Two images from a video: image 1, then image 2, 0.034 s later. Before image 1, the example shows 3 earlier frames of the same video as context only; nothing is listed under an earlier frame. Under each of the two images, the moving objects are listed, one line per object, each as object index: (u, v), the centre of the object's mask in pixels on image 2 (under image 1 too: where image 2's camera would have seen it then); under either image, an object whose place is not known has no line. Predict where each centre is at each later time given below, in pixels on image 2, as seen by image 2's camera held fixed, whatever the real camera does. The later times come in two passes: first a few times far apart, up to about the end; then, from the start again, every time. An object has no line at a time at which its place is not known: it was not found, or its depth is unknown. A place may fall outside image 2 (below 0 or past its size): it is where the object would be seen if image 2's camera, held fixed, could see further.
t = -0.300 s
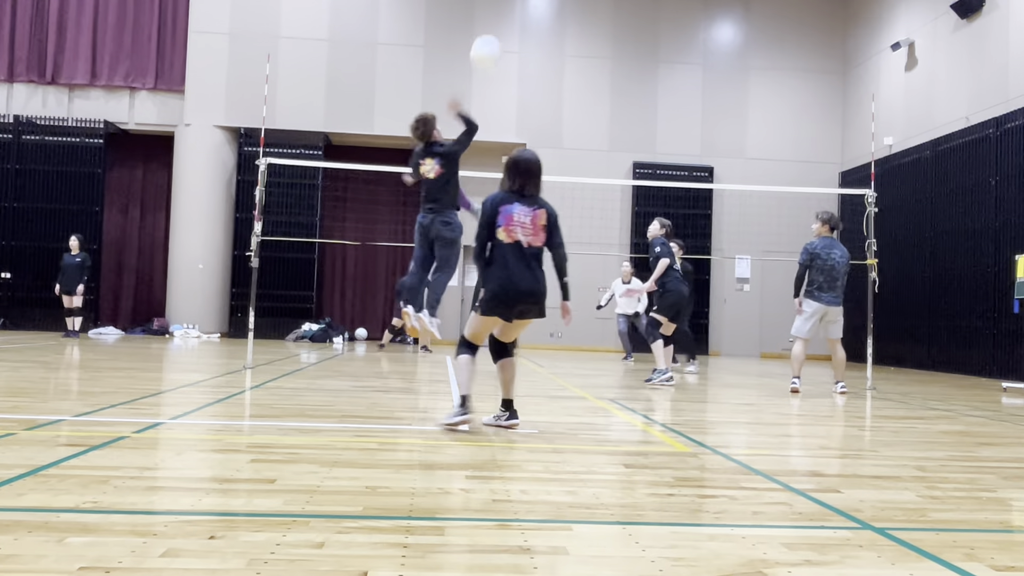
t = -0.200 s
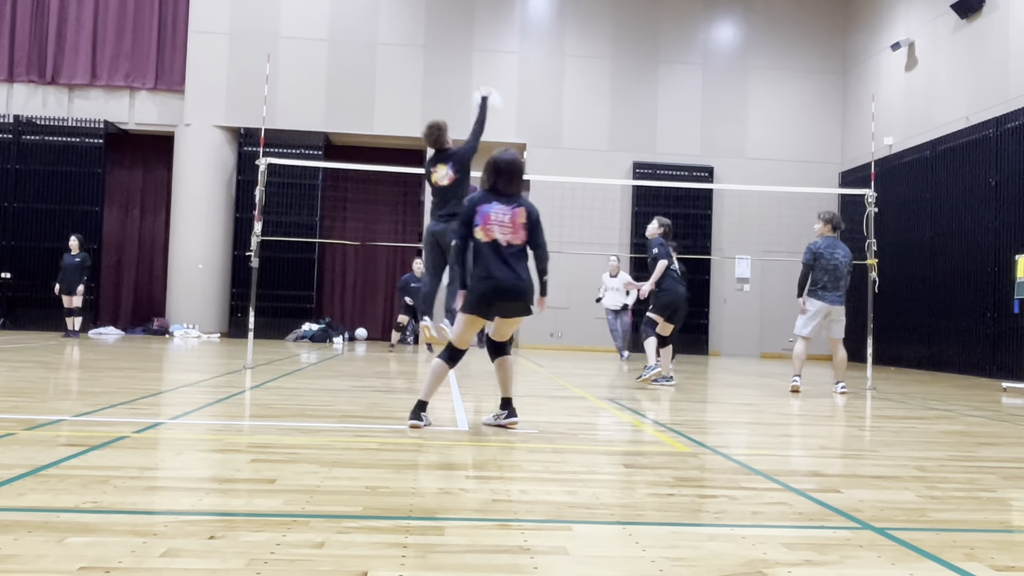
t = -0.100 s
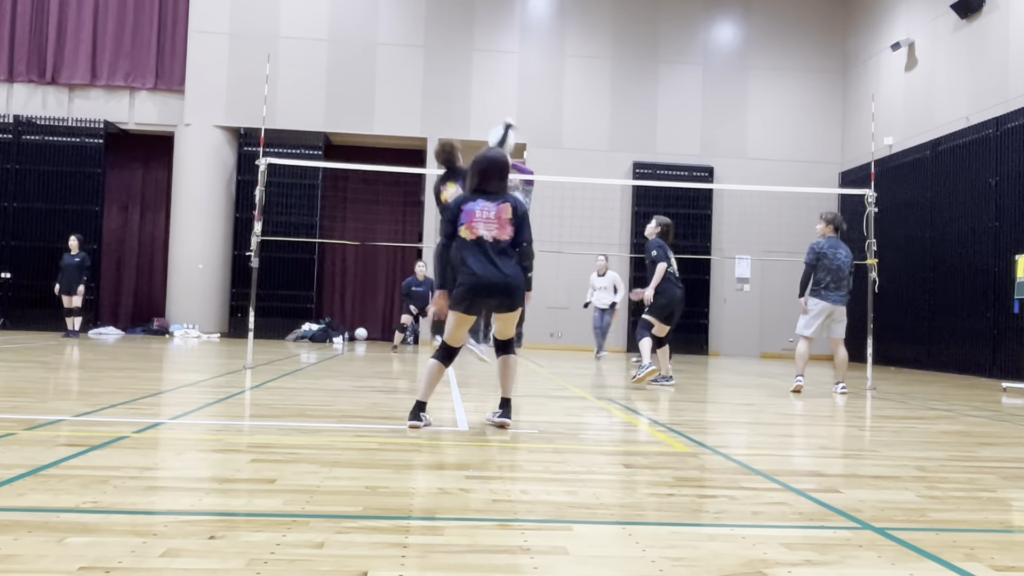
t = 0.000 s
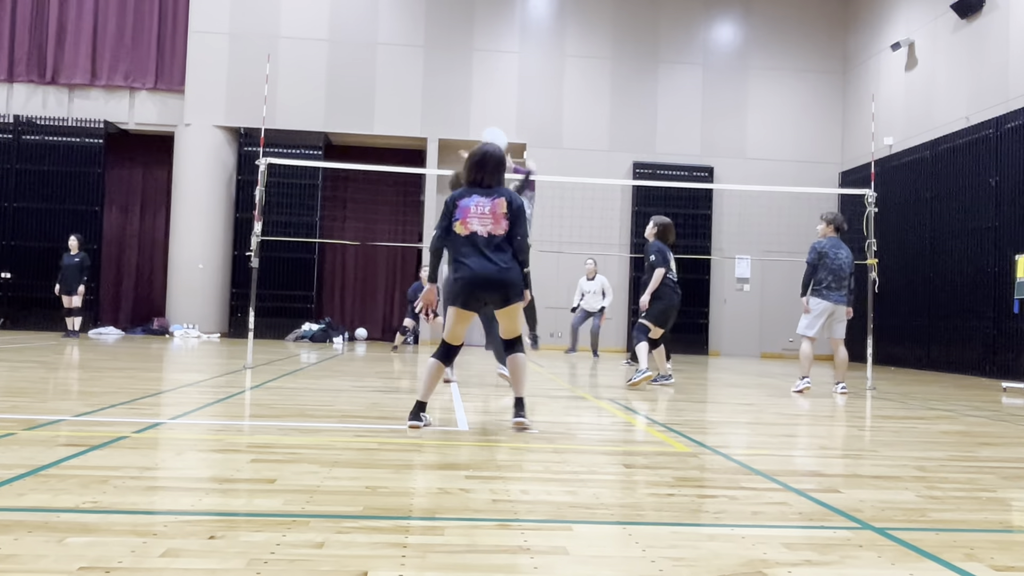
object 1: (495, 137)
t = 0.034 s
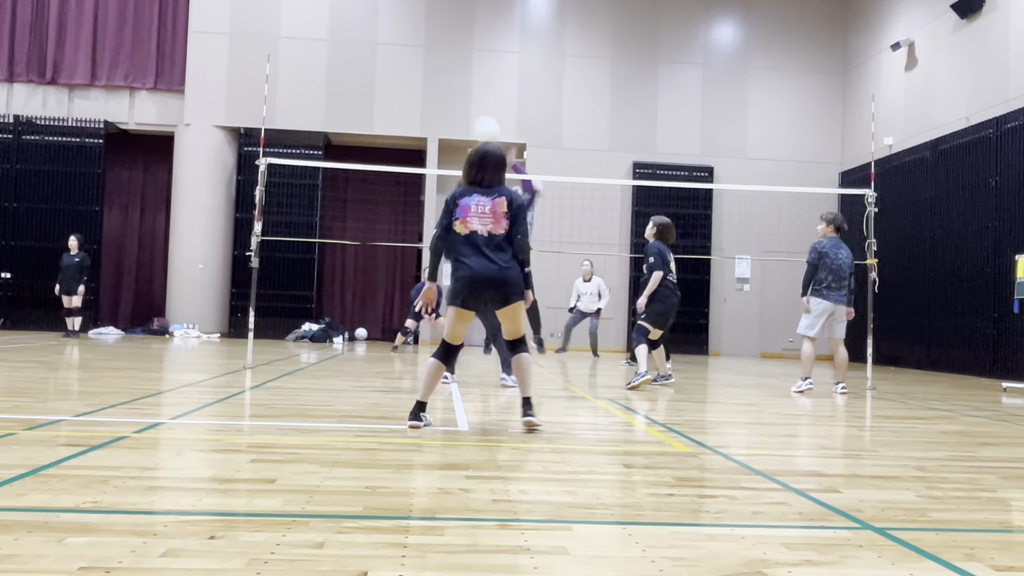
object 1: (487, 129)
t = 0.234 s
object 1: (440, 88)
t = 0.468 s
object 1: (385, 85)
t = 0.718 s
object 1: (325, 137)
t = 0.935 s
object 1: (275, 227)
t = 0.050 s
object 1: (482, 124)
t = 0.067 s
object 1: (478, 118)
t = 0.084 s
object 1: (474, 115)
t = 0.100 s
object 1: (470, 110)
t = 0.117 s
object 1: (466, 107)
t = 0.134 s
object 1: (462, 104)
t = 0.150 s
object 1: (459, 101)
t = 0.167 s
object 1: (455, 98)
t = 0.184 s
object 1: (451, 94)
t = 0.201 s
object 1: (447, 92)
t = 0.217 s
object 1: (443, 90)
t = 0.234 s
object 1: (440, 88)
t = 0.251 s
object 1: (436, 87)
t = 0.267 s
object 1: (432, 85)
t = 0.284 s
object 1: (428, 84)
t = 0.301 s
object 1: (424, 83)
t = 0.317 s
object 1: (420, 82)
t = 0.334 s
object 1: (416, 81)
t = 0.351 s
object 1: (412, 80)
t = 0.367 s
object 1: (408, 79)
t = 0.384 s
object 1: (404, 80)
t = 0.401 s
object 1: (400, 81)
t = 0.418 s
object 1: (396, 82)
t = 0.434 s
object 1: (393, 83)
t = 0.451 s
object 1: (388, 84)
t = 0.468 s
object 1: (385, 85)
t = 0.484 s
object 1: (381, 86)
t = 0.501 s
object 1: (377, 88)
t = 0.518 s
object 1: (373, 91)
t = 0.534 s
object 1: (369, 94)
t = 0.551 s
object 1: (365, 97)
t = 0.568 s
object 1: (361, 100)
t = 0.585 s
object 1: (357, 103)
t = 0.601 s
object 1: (353, 106)
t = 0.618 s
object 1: (349, 109)
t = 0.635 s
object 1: (345, 113)
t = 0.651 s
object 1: (341, 118)
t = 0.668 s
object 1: (337, 123)
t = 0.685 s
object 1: (333, 127)
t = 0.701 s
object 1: (329, 132)
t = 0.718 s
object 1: (325, 137)
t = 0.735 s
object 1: (322, 143)
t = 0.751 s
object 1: (318, 148)
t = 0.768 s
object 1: (314, 151)
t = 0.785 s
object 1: (310, 161)
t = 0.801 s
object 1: (306, 167)
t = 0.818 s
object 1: (302, 174)
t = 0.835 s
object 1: (298, 181)
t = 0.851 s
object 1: (294, 188)
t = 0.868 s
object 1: (290, 196)
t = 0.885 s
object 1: (286, 203)
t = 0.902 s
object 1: (282, 211)
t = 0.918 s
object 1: (278, 219)
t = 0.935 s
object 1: (275, 227)
